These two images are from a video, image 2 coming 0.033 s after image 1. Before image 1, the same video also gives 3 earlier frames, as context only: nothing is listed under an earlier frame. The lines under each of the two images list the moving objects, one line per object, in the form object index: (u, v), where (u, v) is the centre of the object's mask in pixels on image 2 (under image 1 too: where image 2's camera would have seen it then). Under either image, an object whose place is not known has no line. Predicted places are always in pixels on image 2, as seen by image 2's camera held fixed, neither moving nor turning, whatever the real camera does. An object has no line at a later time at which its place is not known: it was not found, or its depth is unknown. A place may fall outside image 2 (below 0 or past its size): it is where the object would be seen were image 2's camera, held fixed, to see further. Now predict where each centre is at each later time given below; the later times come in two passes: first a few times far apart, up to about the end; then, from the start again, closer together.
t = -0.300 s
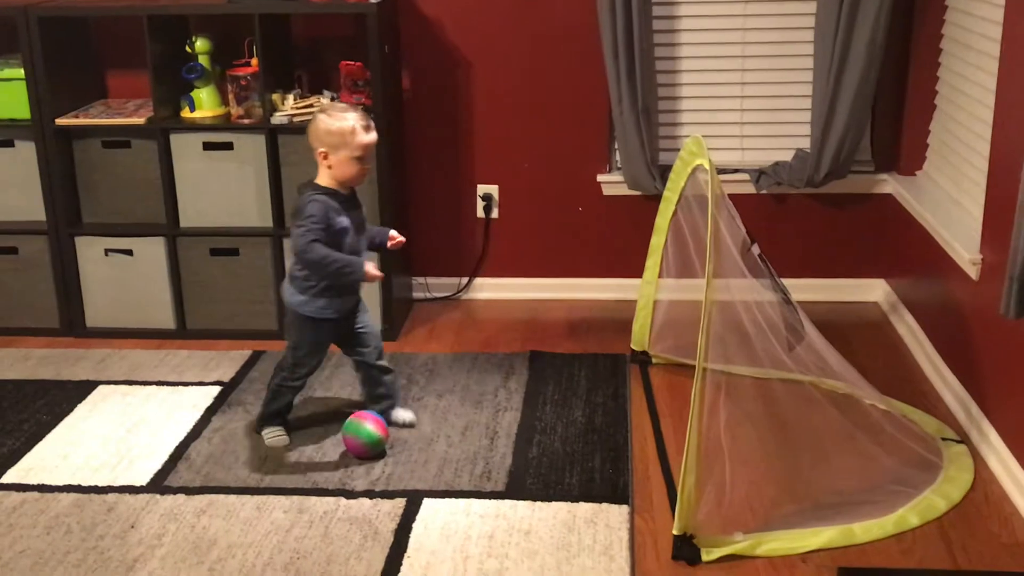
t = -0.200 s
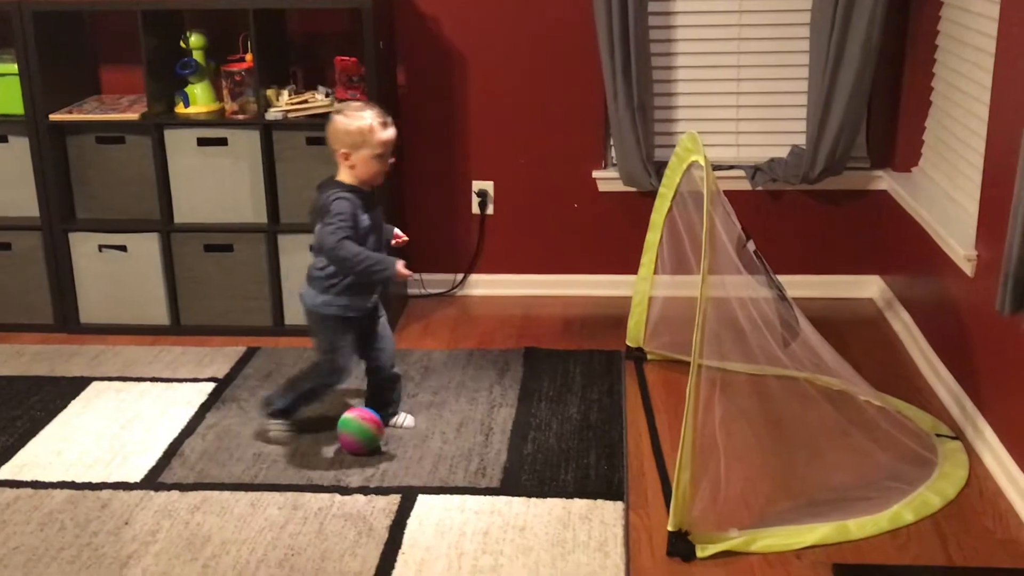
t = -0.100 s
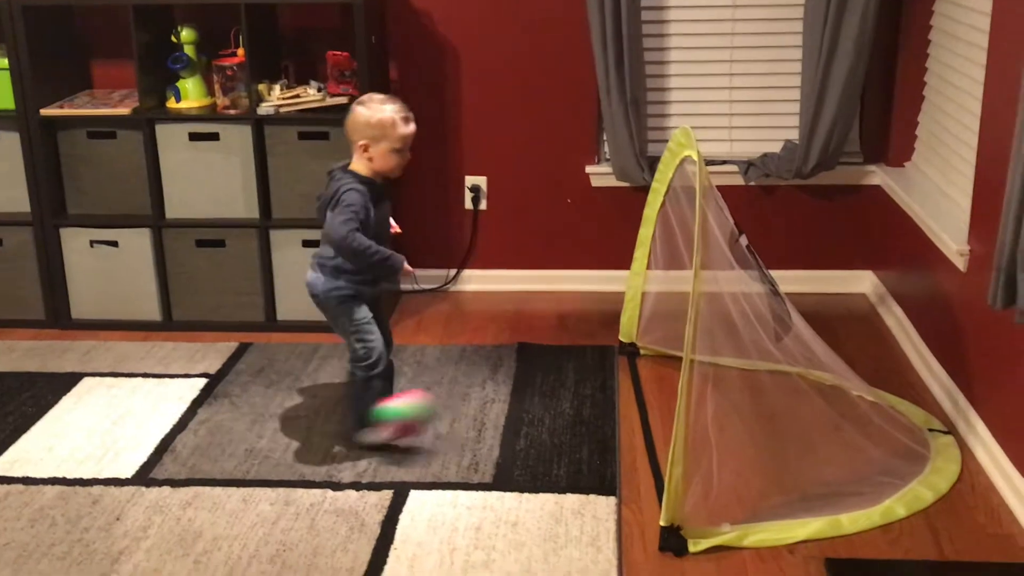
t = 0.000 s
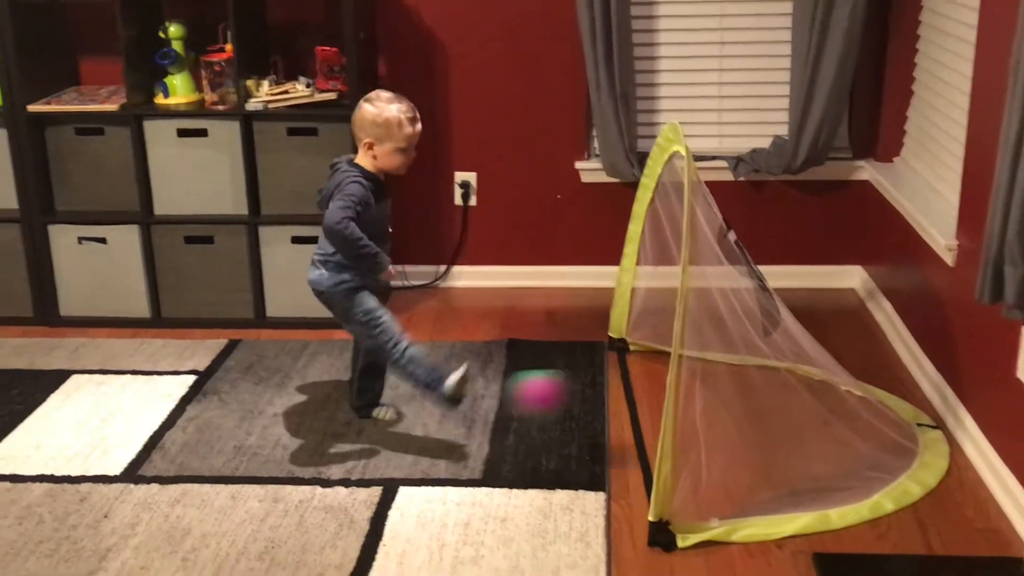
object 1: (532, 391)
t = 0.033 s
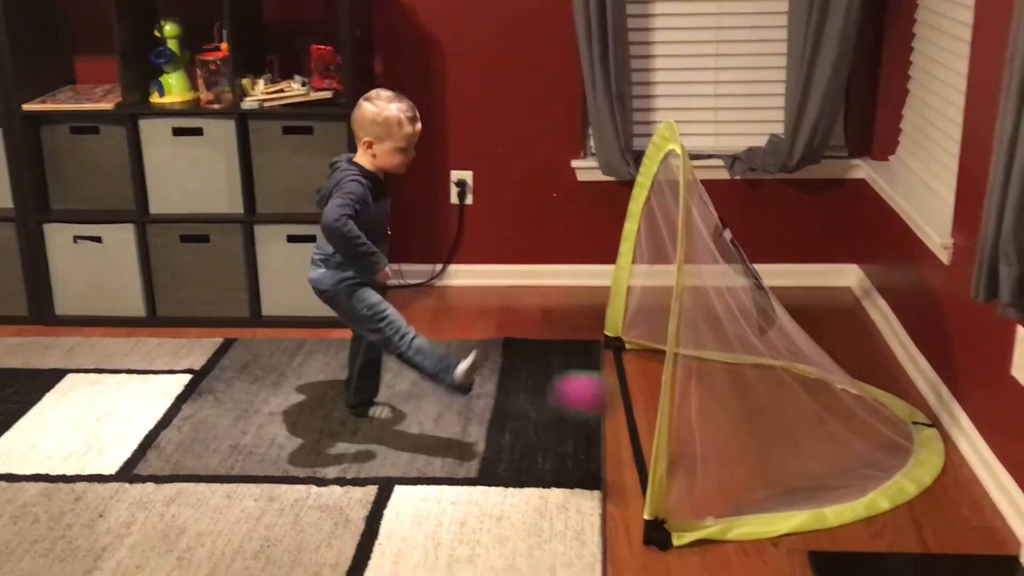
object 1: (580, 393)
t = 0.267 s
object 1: (820, 490)
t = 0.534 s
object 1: (796, 438)
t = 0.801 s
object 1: (769, 390)
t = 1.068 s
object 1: (739, 368)
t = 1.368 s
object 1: (708, 350)
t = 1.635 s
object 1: (676, 352)
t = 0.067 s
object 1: (633, 401)
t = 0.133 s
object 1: (745, 432)
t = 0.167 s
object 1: (780, 450)
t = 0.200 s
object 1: (802, 470)
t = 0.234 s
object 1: (817, 490)
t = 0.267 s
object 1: (820, 490)
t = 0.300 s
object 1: (818, 469)
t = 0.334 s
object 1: (815, 454)
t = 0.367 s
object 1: (808, 441)
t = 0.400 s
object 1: (808, 438)
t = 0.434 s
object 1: (807, 435)
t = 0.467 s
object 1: (803, 437)
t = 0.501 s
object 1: (800, 444)
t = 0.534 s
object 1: (796, 438)
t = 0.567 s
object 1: (792, 424)
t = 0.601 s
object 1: (789, 414)
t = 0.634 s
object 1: (786, 410)
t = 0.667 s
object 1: (784, 408)
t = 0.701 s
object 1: (779, 410)
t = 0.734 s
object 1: (777, 414)
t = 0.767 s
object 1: (772, 401)
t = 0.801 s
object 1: (769, 390)
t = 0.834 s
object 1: (765, 387)
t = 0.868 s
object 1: (762, 384)
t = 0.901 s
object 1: (759, 386)
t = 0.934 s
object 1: (757, 384)
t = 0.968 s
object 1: (751, 375)
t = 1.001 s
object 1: (746, 369)
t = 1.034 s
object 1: (742, 368)
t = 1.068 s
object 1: (739, 368)
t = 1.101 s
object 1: (737, 366)
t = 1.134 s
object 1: (733, 361)
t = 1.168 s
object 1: (729, 356)
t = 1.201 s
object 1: (726, 356)
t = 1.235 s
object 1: (724, 355)
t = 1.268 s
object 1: (723, 350)
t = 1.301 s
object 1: (722, 346)
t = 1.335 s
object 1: (722, 349)
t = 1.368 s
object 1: (708, 350)
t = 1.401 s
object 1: (704, 349)
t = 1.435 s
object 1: (700, 349)
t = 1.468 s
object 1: (693, 350)
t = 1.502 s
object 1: (684, 350)
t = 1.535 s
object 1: (682, 352)
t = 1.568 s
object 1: (680, 352)
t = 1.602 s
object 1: (678, 352)
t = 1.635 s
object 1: (676, 352)
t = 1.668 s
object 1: (674, 353)
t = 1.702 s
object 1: (673, 352)
